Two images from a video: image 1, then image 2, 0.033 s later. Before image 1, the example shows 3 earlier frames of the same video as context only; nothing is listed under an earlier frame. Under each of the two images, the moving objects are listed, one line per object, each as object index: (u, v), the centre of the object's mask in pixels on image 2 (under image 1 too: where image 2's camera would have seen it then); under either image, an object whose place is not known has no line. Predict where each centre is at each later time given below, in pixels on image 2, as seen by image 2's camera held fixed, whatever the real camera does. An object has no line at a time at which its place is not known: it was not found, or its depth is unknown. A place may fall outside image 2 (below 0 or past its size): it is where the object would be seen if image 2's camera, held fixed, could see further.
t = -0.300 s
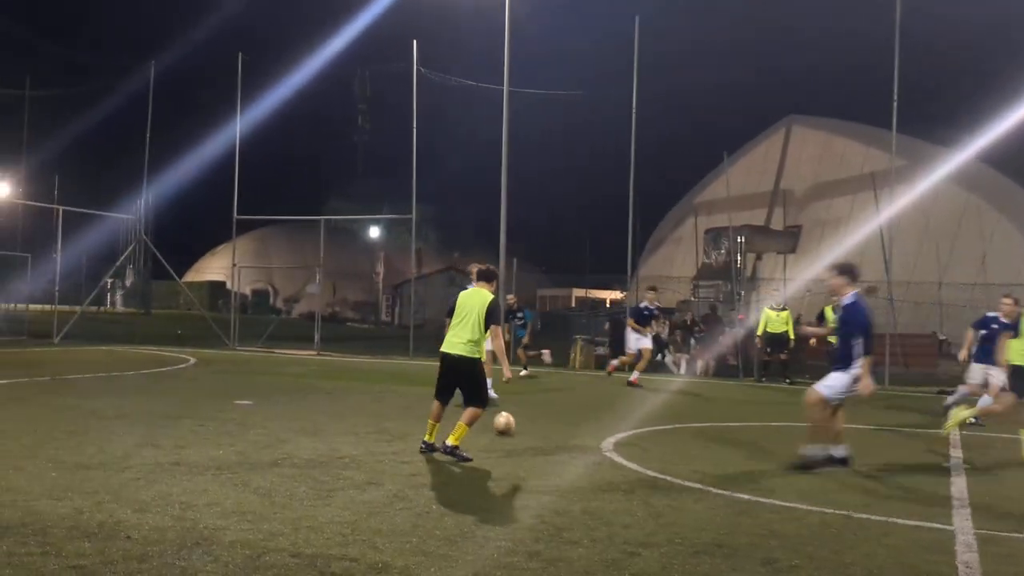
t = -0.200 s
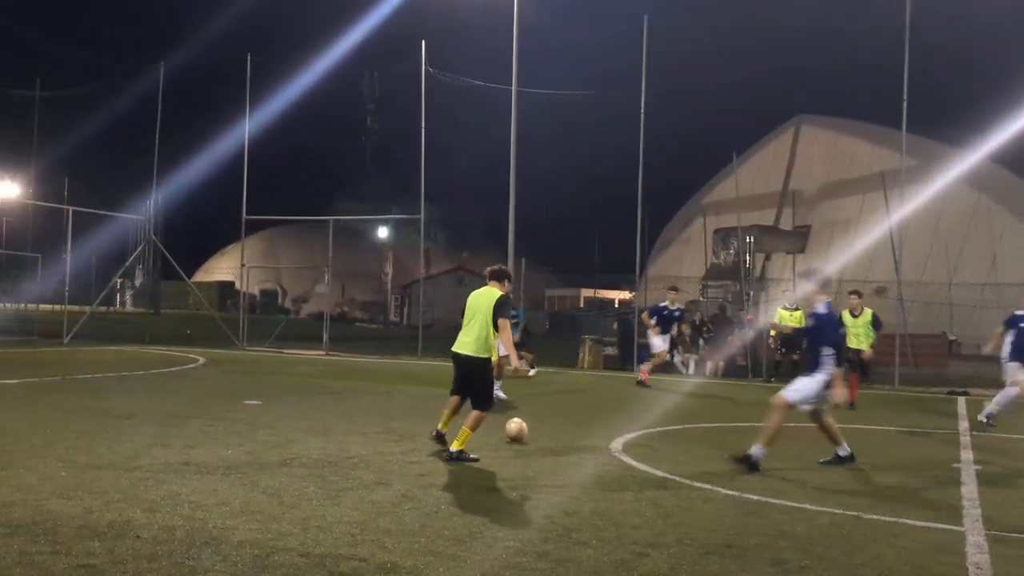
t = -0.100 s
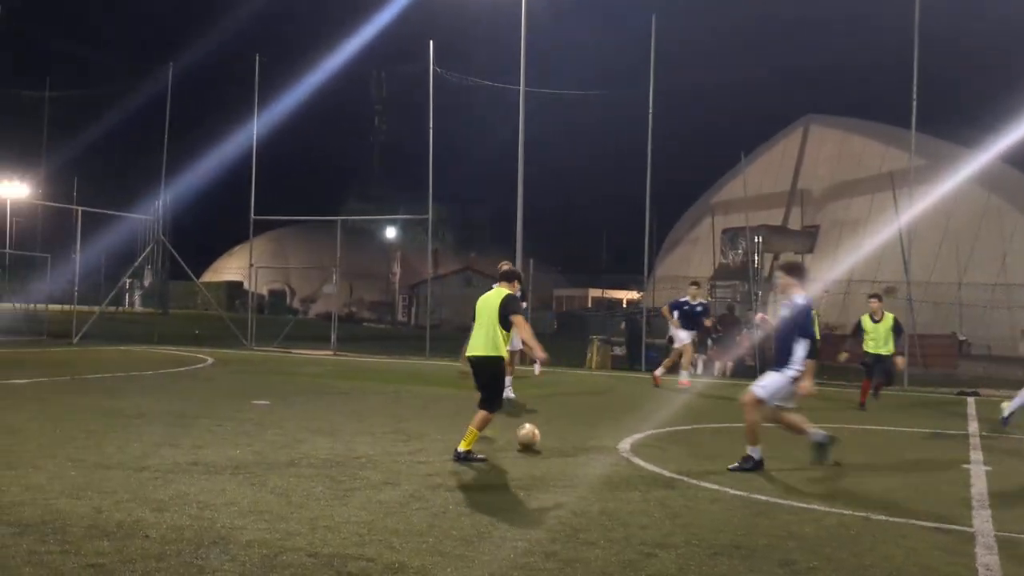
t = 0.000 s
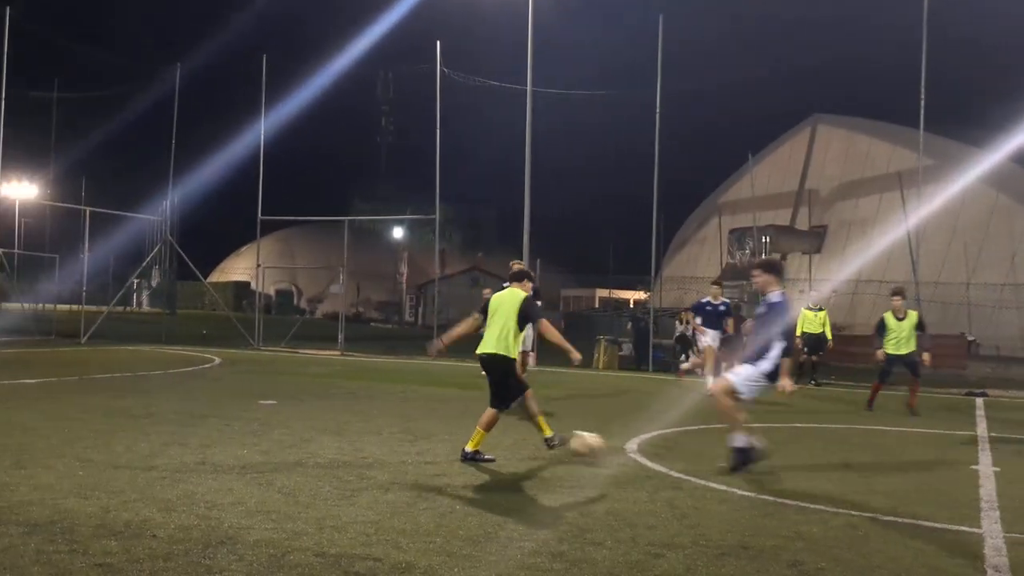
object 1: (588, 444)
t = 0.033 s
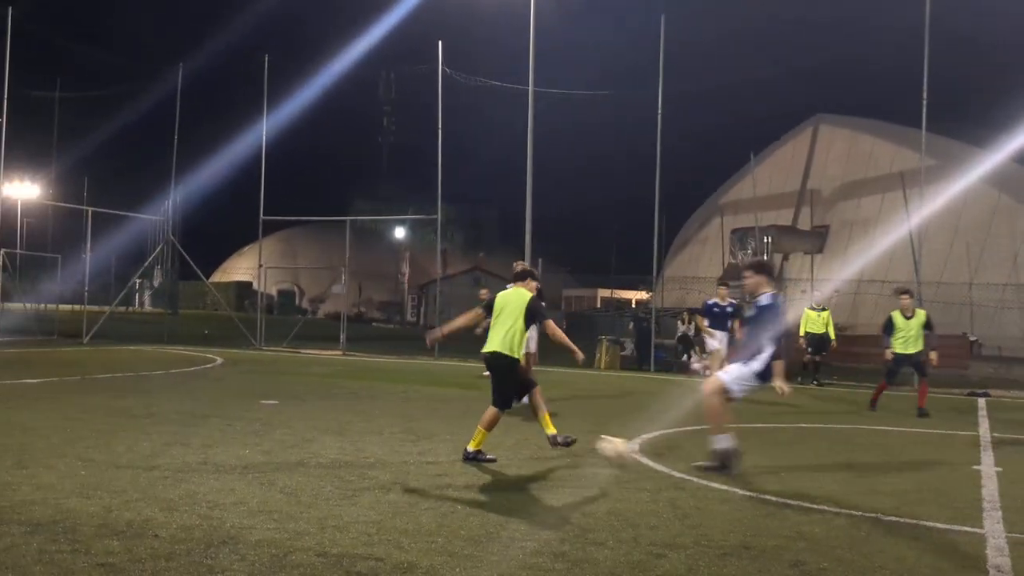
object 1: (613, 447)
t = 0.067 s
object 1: (639, 455)
